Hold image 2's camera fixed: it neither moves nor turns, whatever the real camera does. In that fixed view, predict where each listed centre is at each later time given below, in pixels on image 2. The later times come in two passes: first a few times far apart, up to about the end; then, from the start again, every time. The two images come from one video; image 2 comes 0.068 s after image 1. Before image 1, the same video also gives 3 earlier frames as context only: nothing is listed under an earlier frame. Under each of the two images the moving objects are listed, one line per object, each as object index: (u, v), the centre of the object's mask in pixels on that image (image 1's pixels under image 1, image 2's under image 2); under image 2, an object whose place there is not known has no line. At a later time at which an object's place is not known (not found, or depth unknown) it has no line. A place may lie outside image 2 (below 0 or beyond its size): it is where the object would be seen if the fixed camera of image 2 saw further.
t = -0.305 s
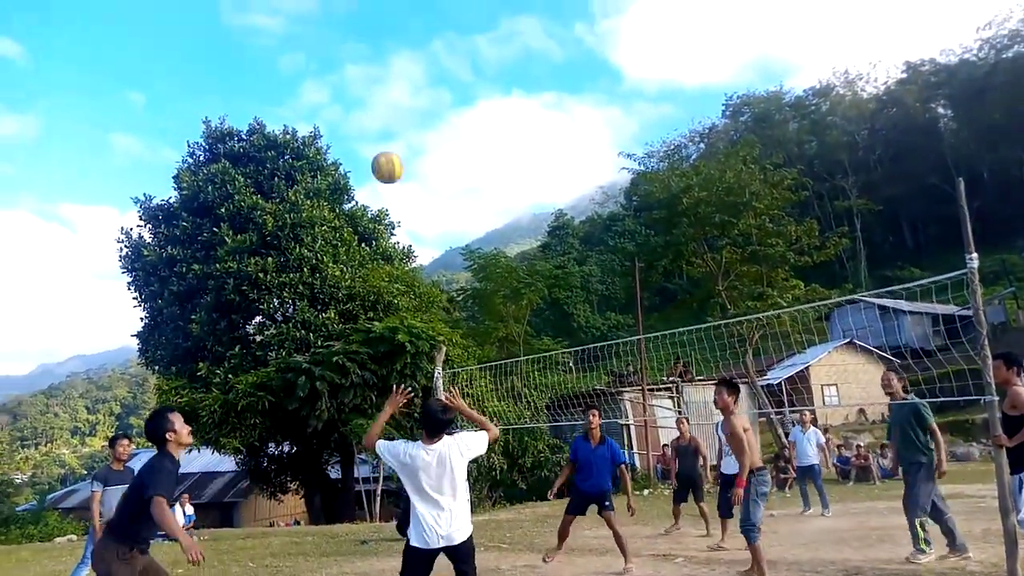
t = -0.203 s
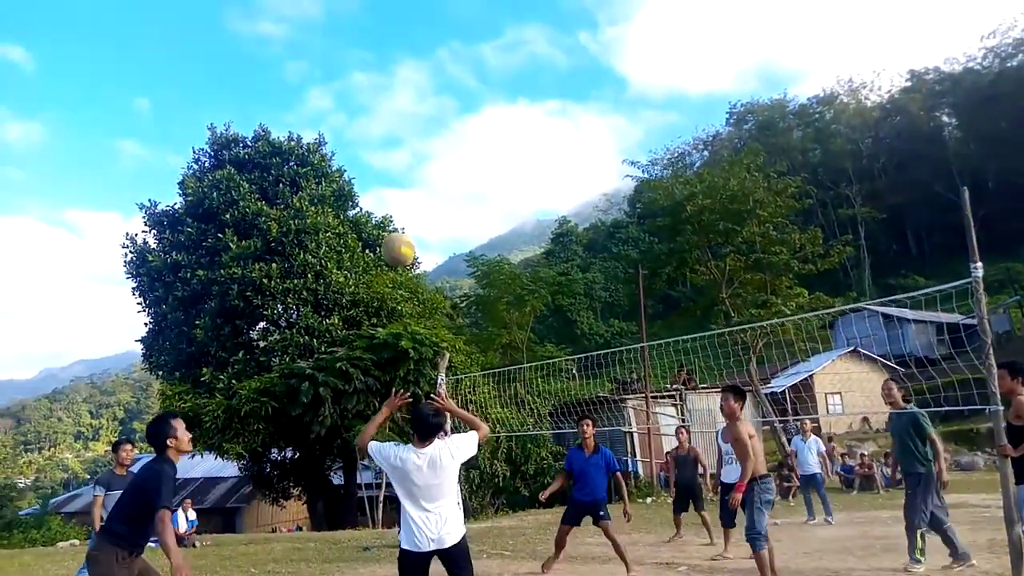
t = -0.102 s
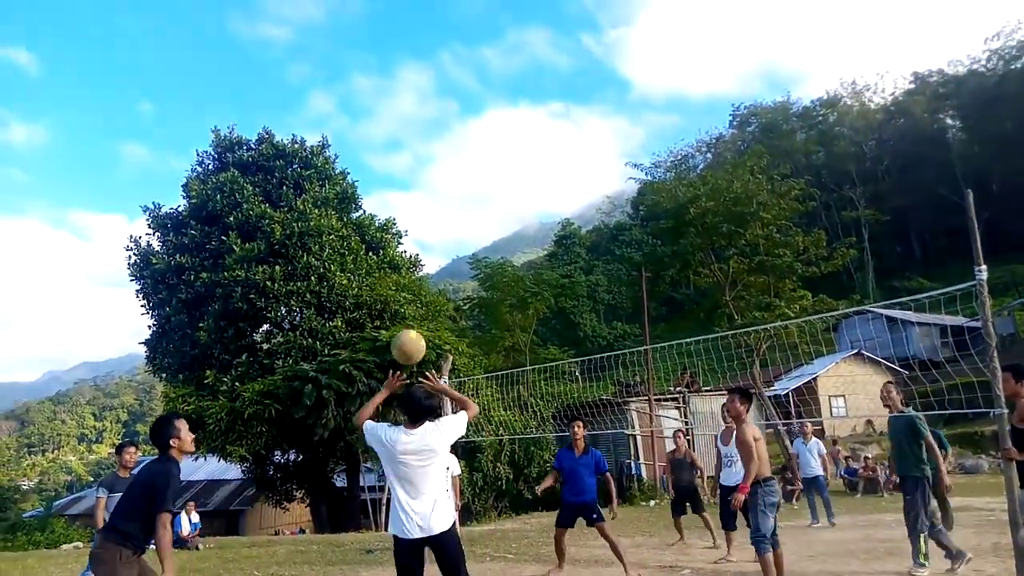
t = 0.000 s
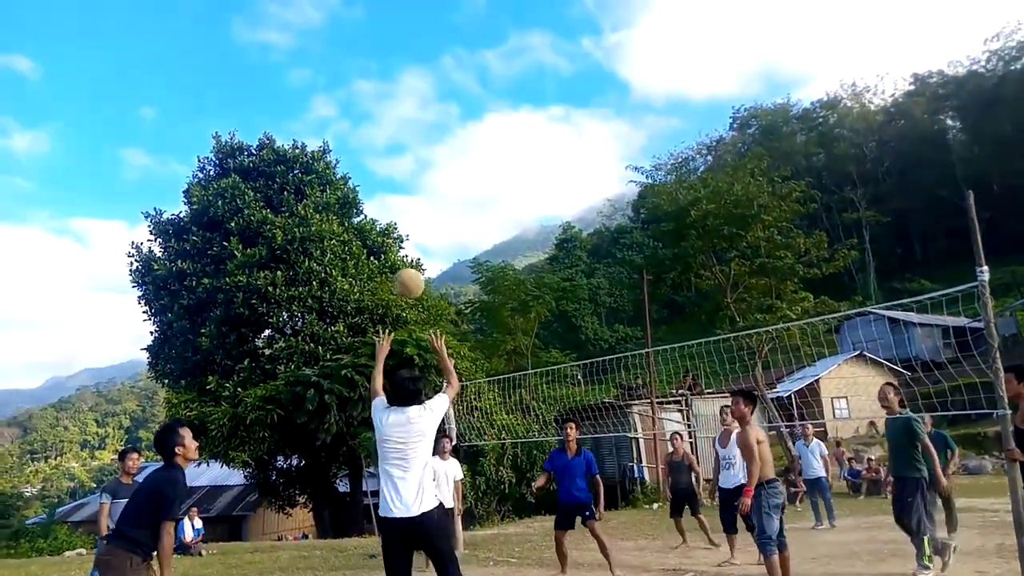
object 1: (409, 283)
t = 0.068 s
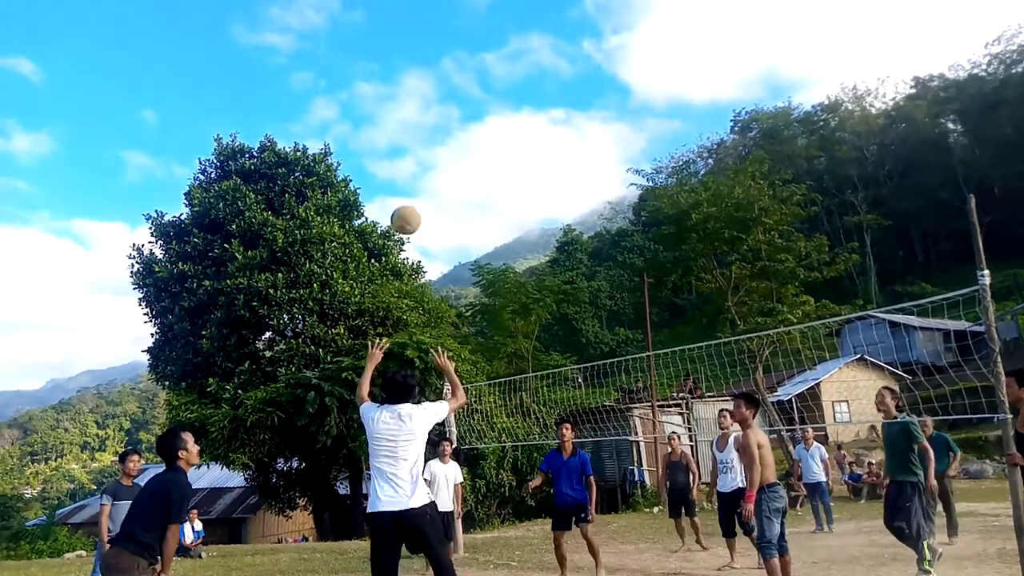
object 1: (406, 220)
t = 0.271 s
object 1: (396, 91)
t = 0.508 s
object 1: (389, 29)
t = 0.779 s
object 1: (384, 35)
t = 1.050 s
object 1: (379, 97)
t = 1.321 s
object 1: (375, 206)
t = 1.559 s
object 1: (372, 336)
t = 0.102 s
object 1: (404, 192)
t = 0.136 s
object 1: (403, 167)
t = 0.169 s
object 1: (401, 144)
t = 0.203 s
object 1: (400, 125)
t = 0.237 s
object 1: (398, 107)
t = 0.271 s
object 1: (396, 91)
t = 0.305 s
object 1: (395, 78)
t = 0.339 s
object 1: (394, 66)
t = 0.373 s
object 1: (393, 56)
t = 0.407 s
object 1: (392, 47)
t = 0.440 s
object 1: (390, 40)
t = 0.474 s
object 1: (390, 34)
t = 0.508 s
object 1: (389, 29)
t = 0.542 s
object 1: (388, 26)
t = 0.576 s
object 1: (387, 25)
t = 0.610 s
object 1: (386, 24)
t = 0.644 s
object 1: (385, 24)
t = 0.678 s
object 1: (384, 25)
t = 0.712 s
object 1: (384, 27)
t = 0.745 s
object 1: (383, 31)
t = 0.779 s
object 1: (384, 35)
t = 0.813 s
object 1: (383, 40)
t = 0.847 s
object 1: (384, 47)
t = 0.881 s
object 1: (382, 53)
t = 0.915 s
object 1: (381, 60)
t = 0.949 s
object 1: (380, 67)
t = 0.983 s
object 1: (378, 76)
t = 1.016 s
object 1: (378, 86)
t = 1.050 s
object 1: (379, 97)
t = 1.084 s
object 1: (378, 108)
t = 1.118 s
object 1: (377, 120)
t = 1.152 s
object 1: (377, 133)
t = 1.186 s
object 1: (377, 147)
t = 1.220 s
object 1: (376, 160)
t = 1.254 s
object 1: (376, 175)
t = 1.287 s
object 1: (376, 190)
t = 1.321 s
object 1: (375, 206)
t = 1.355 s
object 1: (374, 222)
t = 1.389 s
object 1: (374, 240)
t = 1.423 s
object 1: (374, 258)
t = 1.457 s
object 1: (374, 276)
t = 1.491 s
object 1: (373, 296)
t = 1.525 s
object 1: (372, 316)
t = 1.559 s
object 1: (372, 336)
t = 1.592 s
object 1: (372, 357)
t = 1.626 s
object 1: (372, 380)
